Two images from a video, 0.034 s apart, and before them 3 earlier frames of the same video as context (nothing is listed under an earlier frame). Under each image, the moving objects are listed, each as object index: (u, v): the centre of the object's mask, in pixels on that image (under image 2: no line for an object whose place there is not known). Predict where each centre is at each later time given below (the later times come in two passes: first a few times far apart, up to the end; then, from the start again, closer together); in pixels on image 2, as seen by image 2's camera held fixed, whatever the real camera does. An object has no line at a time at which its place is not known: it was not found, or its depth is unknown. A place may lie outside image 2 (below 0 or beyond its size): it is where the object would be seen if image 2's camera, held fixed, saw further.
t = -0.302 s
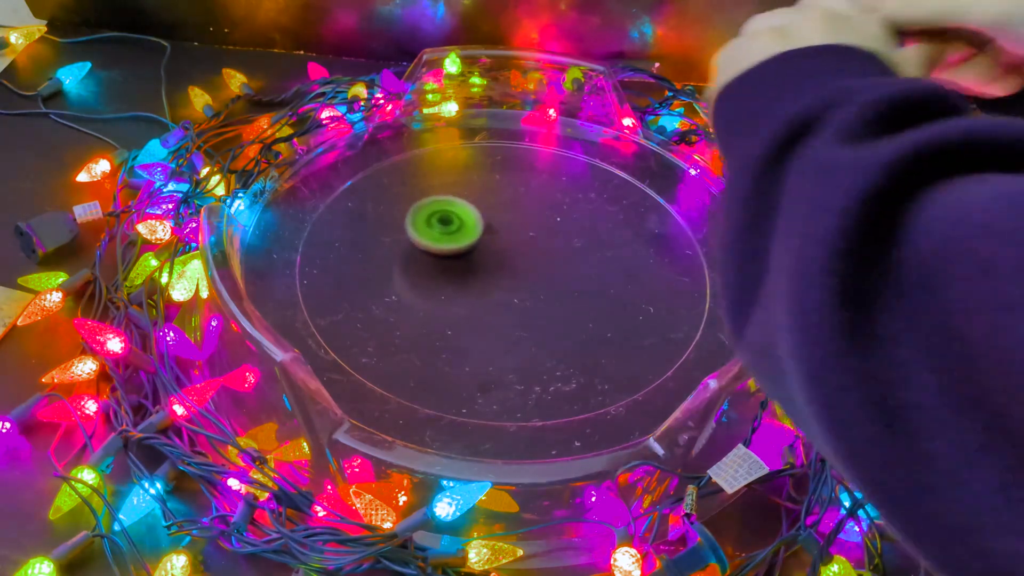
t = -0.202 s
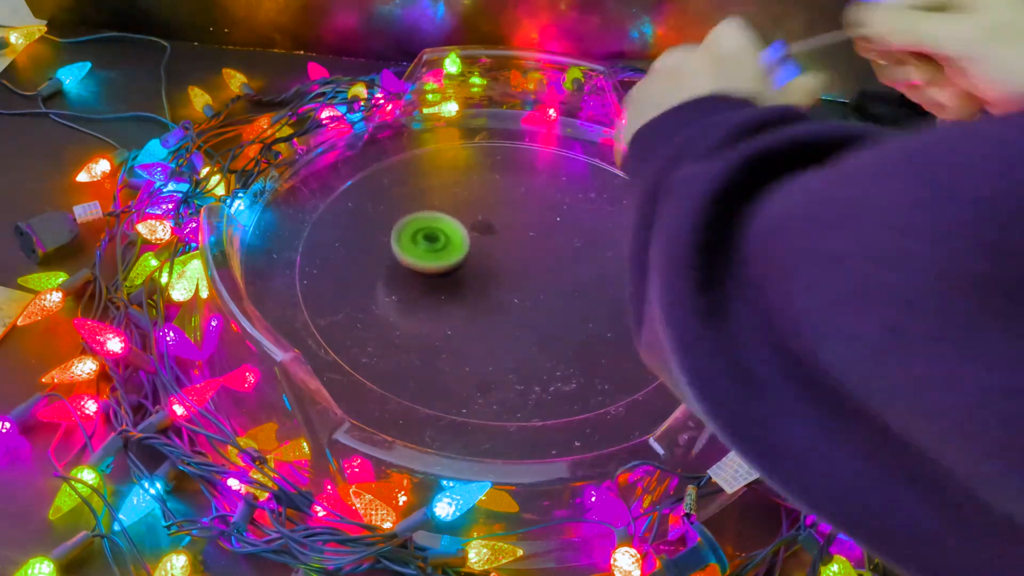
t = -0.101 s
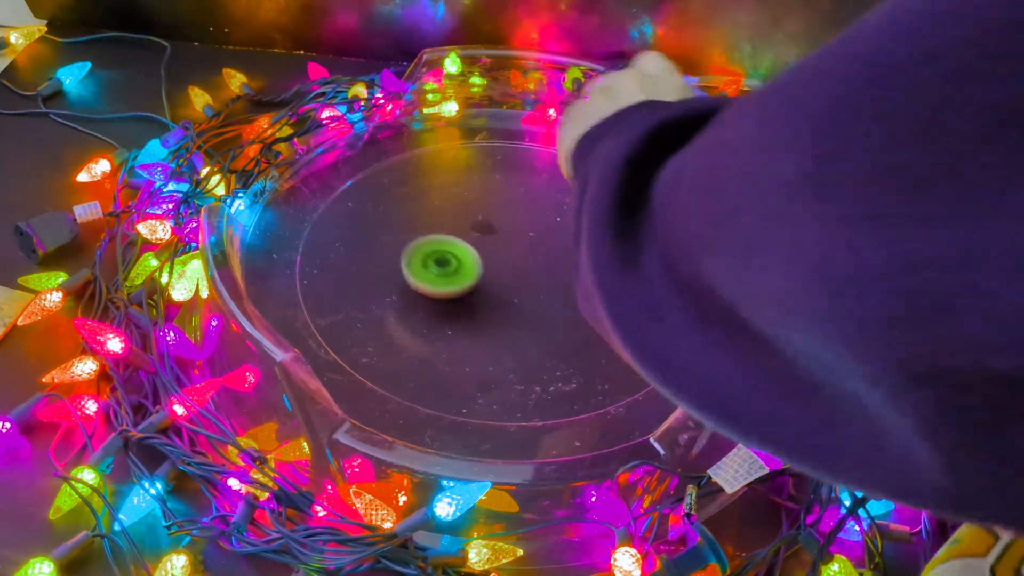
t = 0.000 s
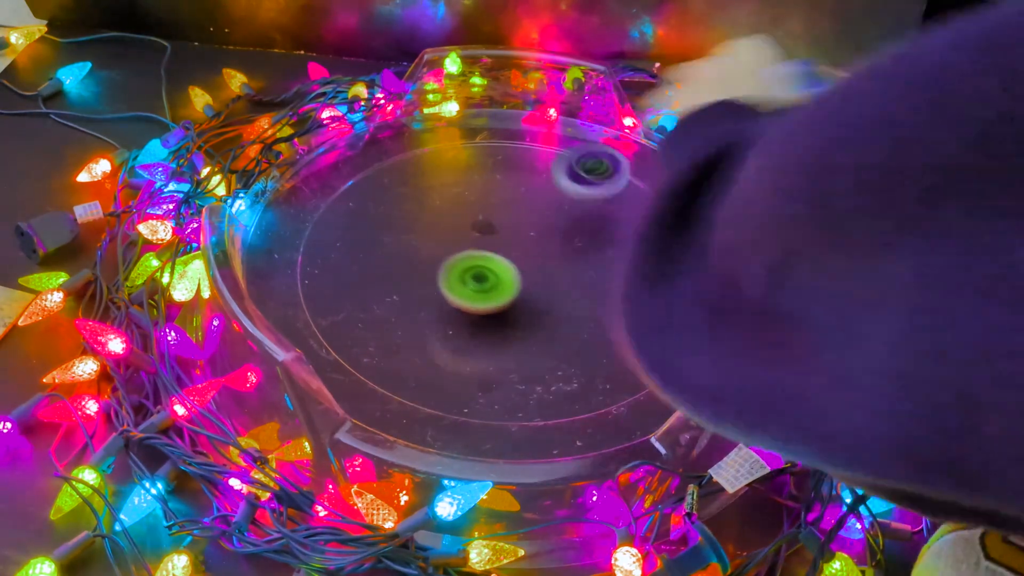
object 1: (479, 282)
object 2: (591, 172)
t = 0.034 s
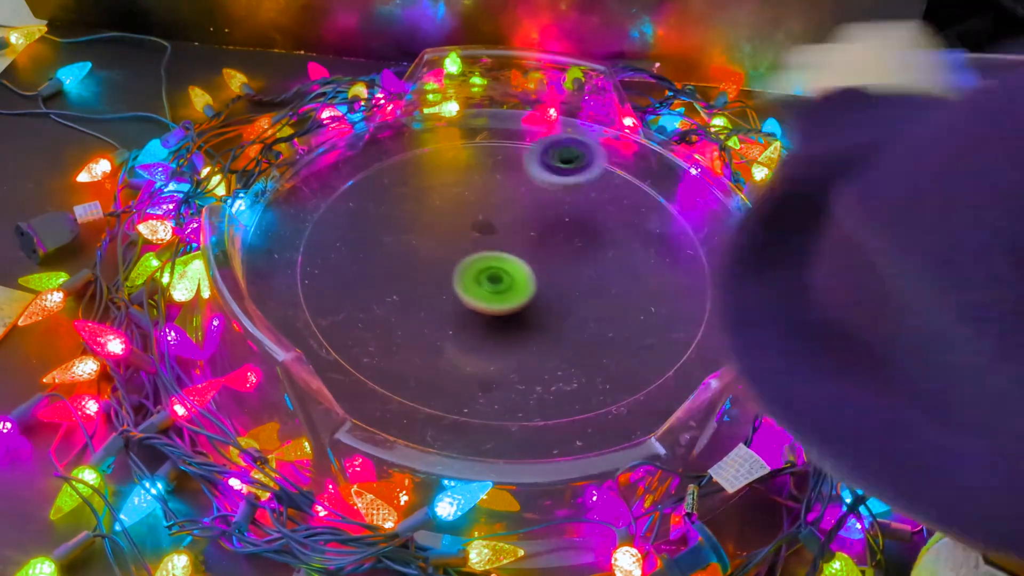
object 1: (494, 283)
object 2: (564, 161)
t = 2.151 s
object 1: (631, 293)
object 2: (490, 162)
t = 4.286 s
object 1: (575, 255)
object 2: (601, 155)
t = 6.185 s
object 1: (505, 278)
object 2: (471, 359)
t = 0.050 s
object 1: (501, 283)
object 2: (551, 160)
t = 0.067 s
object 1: (508, 282)
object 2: (536, 163)
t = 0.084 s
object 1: (516, 280)
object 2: (521, 170)
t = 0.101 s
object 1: (523, 278)
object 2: (507, 180)
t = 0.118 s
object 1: (529, 276)
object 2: (493, 187)
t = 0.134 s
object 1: (536, 273)
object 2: (483, 183)
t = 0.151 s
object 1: (541, 269)
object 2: (471, 181)
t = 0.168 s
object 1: (546, 266)
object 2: (459, 184)
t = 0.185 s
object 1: (550, 262)
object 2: (448, 191)
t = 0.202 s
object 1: (554, 257)
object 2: (436, 201)
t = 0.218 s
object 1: (557, 253)
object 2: (426, 210)
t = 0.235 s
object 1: (559, 248)
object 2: (419, 213)
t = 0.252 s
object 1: (560, 243)
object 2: (412, 220)
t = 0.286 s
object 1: (560, 233)
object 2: (400, 242)
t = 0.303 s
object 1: (559, 228)
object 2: (399, 249)
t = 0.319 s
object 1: (558, 223)
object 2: (397, 259)
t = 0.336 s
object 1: (555, 218)
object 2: (396, 272)
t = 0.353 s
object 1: (552, 214)
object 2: (399, 281)
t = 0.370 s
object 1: (549, 210)
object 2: (403, 291)
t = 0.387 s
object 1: (545, 206)
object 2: (409, 302)
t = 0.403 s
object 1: (540, 203)
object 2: (417, 310)
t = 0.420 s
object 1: (535, 200)
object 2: (425, 321)
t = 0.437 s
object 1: (530, 198)
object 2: (434, 328)
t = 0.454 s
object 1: (524, 196)
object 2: (444, 337)
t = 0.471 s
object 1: (517, 194)
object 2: (456, 343)
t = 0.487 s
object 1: (511, 193)
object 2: (469, 350)
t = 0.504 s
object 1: (505, 192)
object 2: (484, 355)
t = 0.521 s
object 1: (499, 193)
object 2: (499, 360)
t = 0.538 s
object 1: (493, 193)
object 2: (516, 363)
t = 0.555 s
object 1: (487, 194)
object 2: (534, 365)
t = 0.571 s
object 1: (481, 196)
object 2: (551, 365)
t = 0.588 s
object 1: (475, 198)
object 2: (568, 365)
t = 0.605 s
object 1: (470, 201)
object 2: (584, 363)
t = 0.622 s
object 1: (464, 204)
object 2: (600, 360)
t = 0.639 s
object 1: (460, 208)
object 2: (615, 357)
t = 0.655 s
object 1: (456, 212)
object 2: (628, 351)
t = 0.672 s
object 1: (452, 217)
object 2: (640, 345)
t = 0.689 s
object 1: (450, 222)
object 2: (651, 339)
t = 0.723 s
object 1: (447, 233)
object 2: (669, 324)
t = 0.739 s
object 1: (447, 240)
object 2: (676, 315)
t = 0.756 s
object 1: (448, 246)
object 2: (681, 306)
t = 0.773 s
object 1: (450, 252)
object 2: (685, 297)
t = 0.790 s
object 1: (453, 258)
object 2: (687, 287)
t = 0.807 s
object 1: (457, 264)
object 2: (688, 277)
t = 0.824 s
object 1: (462, 270)
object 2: (687, 268)
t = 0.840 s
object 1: (468, 275)
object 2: (684, 259)
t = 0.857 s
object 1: (475, 280)
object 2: (680, 250)
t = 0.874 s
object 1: (483, 285)
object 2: (675, 241)
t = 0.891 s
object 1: (490, 288)
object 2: (668, 232)
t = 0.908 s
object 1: (499, 292)
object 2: (661, 224)
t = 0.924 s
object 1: (508, 294)
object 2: (652, 217)
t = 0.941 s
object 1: (517, 296)
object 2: (643, 210)
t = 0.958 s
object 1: (527, 298)
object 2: (633, 203)
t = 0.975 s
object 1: (537, 298)
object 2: (621, 197)
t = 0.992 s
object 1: (546, 298)
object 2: (608, 191)
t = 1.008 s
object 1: (555, 297)
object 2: (595, 187)
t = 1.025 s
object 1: (564, 296)
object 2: (581, 183)
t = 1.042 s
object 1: (573, 293)
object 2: (566, 179)
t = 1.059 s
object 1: (582, 291)
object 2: (551, 177)
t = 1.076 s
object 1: (589, 287)
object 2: (536, 175)
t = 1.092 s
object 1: (596, 283)
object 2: (520, 174)
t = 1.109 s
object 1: (602, 279)
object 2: (505, 175)
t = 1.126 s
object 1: (607, 274)
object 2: (489, 176)
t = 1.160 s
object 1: (615, 263)
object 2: (458, 181)
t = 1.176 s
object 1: (618, 258)
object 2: (441, 186)
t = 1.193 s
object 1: (619, 252)
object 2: (428, 190)
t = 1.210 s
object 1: (620, 246)
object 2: (414, 197)
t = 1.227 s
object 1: (619, 241)
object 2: (403, 203)
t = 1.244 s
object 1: (618, 235)
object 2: (391, 211)
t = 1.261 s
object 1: (615, 230)
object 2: (382, 219)
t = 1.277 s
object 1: (612, 225)
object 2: (372, 228)
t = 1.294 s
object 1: (608, 220)
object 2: (366, 238)
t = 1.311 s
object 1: (603, 215)
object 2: (360, 249)
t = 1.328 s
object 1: (598, 212)
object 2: (356, 260)
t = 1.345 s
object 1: (592, 208)
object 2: (355, 272)
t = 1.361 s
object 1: (586, 205)
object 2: (355, 283)
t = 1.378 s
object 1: (579, 203)
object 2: (357, 295)
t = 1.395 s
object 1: (571, 200)
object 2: (361, 306)
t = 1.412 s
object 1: (563, 199)
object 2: (366, 318)
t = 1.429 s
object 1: (555, 198)
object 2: (374, 329)
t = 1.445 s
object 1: (547, 197)
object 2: (382, 339)
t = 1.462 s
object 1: (539, 198)
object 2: (393, 348)
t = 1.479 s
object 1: (530, 199)
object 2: (404, 357)
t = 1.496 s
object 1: (521, 200)
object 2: (417, 365)
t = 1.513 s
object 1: (513, 202)
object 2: (432, 372)
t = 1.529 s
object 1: (505, 205)
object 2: (447, 378)
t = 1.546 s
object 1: (497, 208)
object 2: (463, 383)
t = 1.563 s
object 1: (490, 212)
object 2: (480, 387)
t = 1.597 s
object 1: (477, 221)
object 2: (515, 391)
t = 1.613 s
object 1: (472, 227)
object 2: (533, 391)
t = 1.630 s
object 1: (467, 233)
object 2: (550, 389)
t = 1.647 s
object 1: (463, 239)
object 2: (568, 387)
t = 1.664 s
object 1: (460, 245)
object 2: (584, 383)
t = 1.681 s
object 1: (459, 252)
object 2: (599, 378)
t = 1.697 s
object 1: (458, 258)
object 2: (614, 372)
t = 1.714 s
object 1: (458, 265)
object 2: (627, 365)
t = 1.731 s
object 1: (459, 272)
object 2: (638, 357)
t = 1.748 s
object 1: (461, 278)
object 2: (649, 349)
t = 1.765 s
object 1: (463, 285)
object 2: (657, 339)
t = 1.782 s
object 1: (467, 291)
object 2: (665, 330)
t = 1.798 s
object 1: (472, 297)
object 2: (670, 319)
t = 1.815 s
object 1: (477, 303)
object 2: (674, 309)
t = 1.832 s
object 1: (484, 308)
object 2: (676, 299)
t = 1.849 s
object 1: (490, 313)
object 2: (676, 288)
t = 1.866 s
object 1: (498, 317)
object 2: (675, 277)
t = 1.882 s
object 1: (507, 321)
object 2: (673, 268)
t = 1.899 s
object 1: (516, 324)
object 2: (669, 257)
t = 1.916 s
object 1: (525, 326)
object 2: (664, 247)
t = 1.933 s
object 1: (535, 328)
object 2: (657, 238)
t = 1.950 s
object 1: (545, 329)
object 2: (649, 228)
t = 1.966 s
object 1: (555, 329)
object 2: (640, 219)
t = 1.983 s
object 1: (565, 329)
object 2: (630, 210)
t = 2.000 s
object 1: (574, 328)
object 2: (618, 202)
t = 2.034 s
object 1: (592, 324)
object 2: (594, 188)
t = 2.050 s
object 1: (600, 321)
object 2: (580, 182)
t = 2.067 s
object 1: (607, 317)
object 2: (566, 177)
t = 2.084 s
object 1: (614, 313)
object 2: (551, 172)
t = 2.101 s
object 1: (620, 308)
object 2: (536, 168)
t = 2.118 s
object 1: (625, 304)
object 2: (521, 166)
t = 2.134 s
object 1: (628, 298)
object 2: (507, 164)
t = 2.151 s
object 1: (631, 293)
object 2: (490, 162)
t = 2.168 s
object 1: (633, 287)
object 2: (476, 163)
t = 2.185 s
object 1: (633, 282)
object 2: (458, 162)
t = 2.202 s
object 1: (633, 276)
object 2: (443, 163)
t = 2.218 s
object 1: (632, 270)
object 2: (427, 166)
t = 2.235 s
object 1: (630, 265)
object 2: (412, 170)
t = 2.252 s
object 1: (626, 259)
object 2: (399, 173)
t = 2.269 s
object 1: (622, 254)
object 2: (387, 178)
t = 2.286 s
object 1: (617, 249)
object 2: (376, 184)
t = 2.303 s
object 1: (611, 245)
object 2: (366, 190)
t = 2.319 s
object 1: (605, 241)
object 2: (356, 197)
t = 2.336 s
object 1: (598, 237)
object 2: (347, 204)
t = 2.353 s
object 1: (591, 233)
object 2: (339, 211)
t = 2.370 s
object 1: (582, 231)
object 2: (333, 220)
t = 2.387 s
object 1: (574, 228)
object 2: (327, 228)
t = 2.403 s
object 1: (565, 226)
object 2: (323, 237)
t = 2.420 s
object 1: (556, 225)
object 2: (321, 247)
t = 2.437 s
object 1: (547, 224)
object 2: (319, 258)
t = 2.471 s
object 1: (528, 223)
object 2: (322, 279)
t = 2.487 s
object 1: (519, 224)
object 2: (326, 289)
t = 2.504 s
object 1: (509, 225)
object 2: (331, 300)
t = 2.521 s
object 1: (500, 227)
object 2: (338, 311)
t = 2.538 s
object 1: (492, 229)
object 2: (347, 321)
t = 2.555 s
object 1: (483, 231)
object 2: (357, 331)
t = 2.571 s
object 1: (475, 234)
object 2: (370, 340)
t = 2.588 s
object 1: (468, 237)
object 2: (383, 349)
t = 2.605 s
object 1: (461, 241)
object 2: (398, 357)
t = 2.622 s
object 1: (454, 245)
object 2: (413, 363)
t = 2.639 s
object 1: (448, 250)
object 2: (430, 369)
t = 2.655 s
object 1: (443, 255)
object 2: (447, 373)
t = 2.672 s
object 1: (439, 261)
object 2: (465, 377)
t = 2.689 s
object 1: (435, 266)
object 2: (482, 378)
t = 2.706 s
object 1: (433, 272)
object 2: (500, 379)
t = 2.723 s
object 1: (431, 278)
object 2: (517, 378)
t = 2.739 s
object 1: (430, 284)
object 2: (534, 377)
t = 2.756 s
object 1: (431, 290)
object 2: (550, 373)
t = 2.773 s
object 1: (432, 296)
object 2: (566, 369)
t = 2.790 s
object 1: (434, 302)
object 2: (581, 364)
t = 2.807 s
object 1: (437, 308)
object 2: (594, 358)
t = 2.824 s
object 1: (441, 313)
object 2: (608, 350)
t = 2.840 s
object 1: (446, 319)
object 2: (620, 342)
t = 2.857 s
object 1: (452, 324)
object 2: (631, 333)
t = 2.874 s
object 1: (458, 328)
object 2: (640, 323)
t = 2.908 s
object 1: (474, 336)
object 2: (653, 302)
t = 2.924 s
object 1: (482, 338)
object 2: (657, 291)
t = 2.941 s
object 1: (491, 341)
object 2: (659, 280)
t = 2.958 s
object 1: (500, 342)
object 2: (660, 268)
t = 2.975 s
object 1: (510, 343)
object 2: (659, 257)
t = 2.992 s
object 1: (519, 343)
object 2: (657, 246)
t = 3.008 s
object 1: (529, 343)
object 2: (652, 235)
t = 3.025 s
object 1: (538, 342)
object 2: (646, 224)
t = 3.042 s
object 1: (547, 340)
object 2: (640, 214)
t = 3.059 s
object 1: (555, 337)
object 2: (633, 205)
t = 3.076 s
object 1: (563, 334)
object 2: (624, 196)
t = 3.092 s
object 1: (570, 330)
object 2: (615, 187)
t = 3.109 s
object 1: (577, 326)
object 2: (605, 179)
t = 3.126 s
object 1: (582, 320)
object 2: (594, 172)
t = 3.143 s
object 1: (587, 315)
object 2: (584, 167)
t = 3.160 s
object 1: (590, 309)
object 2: (572, 162)
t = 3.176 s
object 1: (593, 303)
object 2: (560, 157)
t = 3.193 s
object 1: (594, 297)
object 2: (546, 151)
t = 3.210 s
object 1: (595, 291)
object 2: (534, 148)
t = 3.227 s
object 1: (594, 284)
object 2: (521, 145)
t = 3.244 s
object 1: (593, 278)
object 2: (509, 143)
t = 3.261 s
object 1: (590, 272)
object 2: (497, 140)
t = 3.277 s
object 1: (586, 266)
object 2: (484, 139)
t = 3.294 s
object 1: (582, 260)
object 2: (470, 139)
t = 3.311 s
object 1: (577, 254)
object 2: (454, 140)
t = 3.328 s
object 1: (571, 249)
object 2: (442, 142)
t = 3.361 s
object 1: (558, 239)
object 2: (417, 147)
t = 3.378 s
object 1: (551, 235)
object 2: (405, 151)
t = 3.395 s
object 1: (543, 231)
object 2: (394, 156)
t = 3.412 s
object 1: (535, 227)
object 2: (383, 162)
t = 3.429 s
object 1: (526, 224)
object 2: (373, 168)
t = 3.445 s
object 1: (517, 222)
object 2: (365, 175)
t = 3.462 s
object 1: (509, 220)
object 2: (357, 182)
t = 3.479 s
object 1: (500, 218)
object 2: (350, 191)
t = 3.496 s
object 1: (491, 217)
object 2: (344, 200)
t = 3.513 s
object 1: (481, 216)
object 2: (340, 209)
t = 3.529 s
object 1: (472, 216)
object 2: (337, 219)
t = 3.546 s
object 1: (463, 216)
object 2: (335, 229)
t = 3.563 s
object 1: (455, 217)
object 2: (335, 239)
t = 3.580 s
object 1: (446, 218)
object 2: (336, 249)
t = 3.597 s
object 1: (438, 220)
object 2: (338, 260)
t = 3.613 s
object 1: (430, 223)
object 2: (343, 271)
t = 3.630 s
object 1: (423, 226)
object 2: (348, 282)
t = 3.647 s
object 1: (416, 229)
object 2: (356, 292)
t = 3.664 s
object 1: (410, 233)
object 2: (366, 303)
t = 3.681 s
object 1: (405, 237)
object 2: (376, 313)
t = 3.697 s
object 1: (400, 241)
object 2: (389, 323)
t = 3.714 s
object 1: (396, 246)
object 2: (403, 332)
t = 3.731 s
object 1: (393, 252)
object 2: (418, 340)
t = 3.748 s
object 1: (391, 258)
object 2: (434, 346)
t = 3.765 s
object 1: (390, 263)
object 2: (451, 351)
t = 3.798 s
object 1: (391, 276)
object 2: (487, 358)
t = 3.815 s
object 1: (393, 282)
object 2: (506, 360)
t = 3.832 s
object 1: (397, 288)
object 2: (525, 359)
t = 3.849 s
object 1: (401, 294)
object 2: (543, 358)
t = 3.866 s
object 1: (406, 299)
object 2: (561, 356)
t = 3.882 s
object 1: (413, 304)
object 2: (578, 352)
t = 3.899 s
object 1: (420, 309)
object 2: (594, 347)
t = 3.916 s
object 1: (428, 314)
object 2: (609, 340)
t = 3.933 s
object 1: (437, 318)
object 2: (622, 333)
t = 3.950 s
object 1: (446, 321)
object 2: (634, 325)
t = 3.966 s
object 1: (456, 323)
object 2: (645, 316)
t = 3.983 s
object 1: (466, 325)
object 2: (654, 307)
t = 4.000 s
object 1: (476, 326)
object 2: (662, 297)
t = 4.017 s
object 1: (486, 327)
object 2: (667, 287)
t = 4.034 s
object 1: (497, 326)
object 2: (671, 276)
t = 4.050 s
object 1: (507, 325)
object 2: (674, 267)
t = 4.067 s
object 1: (516, 323)
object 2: (676, 256)
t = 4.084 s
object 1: (526, 320)
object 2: (676, 247)
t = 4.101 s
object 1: (534, 317)
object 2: (675, 237)
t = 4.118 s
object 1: (542, 313)
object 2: (673, 228)
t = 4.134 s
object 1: (549, 308)
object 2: (670, 219)
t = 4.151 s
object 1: (556, 304)
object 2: (665, 209)
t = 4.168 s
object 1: (561, 298)
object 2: (660, 201)
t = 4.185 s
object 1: (566, 293)
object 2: (653, 193)
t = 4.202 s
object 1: (570, 287)
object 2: (647, 185)
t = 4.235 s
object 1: (574, 274)
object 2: (631, 172)
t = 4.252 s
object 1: (575, 268)
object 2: (622, 165)
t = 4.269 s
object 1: (575, 261)
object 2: (612, 160)
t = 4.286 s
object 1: (575, 255)
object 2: (601, 155)
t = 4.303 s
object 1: (573, 248)
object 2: (590, 151)
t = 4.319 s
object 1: (571, 242)
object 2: (579, 147)
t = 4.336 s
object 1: (568, 236)
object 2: (567, 144)
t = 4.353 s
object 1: (564, 230)
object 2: (555, 142)
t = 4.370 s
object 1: (560, 224)
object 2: (543, 139)
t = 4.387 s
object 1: (555, 219)
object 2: (530, 138)
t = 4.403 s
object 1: (550, 214)
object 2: (517, 138)
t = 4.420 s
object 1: (544, 209)
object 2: (506, 140)
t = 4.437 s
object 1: (538, 205)
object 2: (494, 141)
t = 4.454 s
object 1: (531, 201)
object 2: (482, 142)
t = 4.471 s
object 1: (524, 197)
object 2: (471, 145)
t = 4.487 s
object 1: (517, 194)
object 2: (458, 149)
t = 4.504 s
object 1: (509, 192)
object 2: (446, 154)
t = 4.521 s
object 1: (505, 191)
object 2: (432, 158)
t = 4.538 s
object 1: (508, 196)
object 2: (410, 156)
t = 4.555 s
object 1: (510, 201)
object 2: (391, 156)
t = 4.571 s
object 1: (511, 205)
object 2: (376, 156)
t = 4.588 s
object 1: (512, 209)
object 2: (361, 157)
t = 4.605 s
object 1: (512, 213)
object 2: (349, 162)
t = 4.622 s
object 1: (511, 217)
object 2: (341, 171)
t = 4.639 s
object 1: (511, 220)
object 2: (333, 183)
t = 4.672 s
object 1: (509, 225)
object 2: (320, 201)
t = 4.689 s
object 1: (509, 227)
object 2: (315, 214)
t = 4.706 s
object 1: (509, 229)
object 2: (313, 223)
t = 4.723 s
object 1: (510, 231)
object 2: (312, 233)
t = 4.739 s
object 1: (511, 234)
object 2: (311, 245)
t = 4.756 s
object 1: (513, 236)
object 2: (311, 257)
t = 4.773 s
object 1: (515, 238)
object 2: (313, 268)
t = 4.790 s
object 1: (517, 240)
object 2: (317, 280)
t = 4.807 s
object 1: (519, 242)
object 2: (322, 290)
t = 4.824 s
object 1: (522, 244)
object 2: (329, 302)
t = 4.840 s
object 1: (525, 245)
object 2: (337, 312)
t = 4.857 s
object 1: (529, 247)
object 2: (347, 324)
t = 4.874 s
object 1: (532, 248)
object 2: (358, 334)
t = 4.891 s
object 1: (536, 249)
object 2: (371, 344)
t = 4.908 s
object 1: (539, 250)
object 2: (385, 353)
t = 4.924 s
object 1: (543, 251)
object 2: (401, 361)
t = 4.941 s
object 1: (546, 251)
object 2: (417, 368)
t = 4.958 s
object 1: (549, 251)
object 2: (434, 374)
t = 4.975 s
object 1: (553, 250)
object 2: (451, 378)
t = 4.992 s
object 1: (556, 250)
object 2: (469, 382)
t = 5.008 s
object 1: (558, 249)
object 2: (487, 384)
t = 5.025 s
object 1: (561, 248)
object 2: (504, 385)
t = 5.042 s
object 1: (563, 247)
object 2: (521, 385)
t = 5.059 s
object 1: (564, 246)
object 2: (539, 383)
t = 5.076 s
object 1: (566, 245)
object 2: (556, 381)
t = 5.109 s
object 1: (567, 243)
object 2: (588, 373)
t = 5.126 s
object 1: (568, 242)
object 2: (603, 368)
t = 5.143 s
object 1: (568, 240)
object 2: (617, 362)
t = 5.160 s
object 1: (568, 239)
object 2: (630, 355)
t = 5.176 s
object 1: (567, 238)
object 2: (642, 347)
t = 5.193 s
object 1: (566, 237)
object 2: (651, 339)
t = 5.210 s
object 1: (565, 236)
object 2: (660, 330)
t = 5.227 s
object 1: (563, 235)
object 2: (668, 321)
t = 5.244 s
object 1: (561, 235)
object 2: (675, 311)
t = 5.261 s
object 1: (558, 235)
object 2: (680, 301)
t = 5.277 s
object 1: (556, 235)
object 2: (683, 291)
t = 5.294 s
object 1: (553, 236)
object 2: (685, 281)
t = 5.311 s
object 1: (550, 236)
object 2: (686, 271)
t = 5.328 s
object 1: (547, 238)
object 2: (686, 261)
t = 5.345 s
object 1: (544, 240)
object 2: (684, 251)
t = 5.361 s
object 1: (541, 242)
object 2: (681, 242)
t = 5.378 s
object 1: (538, 245)
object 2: (677, 233)
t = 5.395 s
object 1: (536, 248)
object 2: (672, 224)
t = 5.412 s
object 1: (535, 251)
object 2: (666, 215)
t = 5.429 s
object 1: (534, 255)
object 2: (659, 206)
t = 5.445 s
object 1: (533, 258)
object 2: (651, 198)
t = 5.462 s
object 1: (533, 262)
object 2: (644, 191)
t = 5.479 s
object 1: (533, 265)
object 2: (637, 184)
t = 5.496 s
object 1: (534, 269)
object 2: (626, 178)
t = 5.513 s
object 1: (536, 272)
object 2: (616, 172)
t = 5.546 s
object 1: (541, 279)
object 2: (595, 161)
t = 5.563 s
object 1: (544, 281)
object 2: (584, 157)
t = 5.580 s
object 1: (547, 284)
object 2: (572, 154)
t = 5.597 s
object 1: (551, 286)
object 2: (562, 149)
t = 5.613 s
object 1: (555, 288)
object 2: (548, 147)
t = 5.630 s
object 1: (559, 289)
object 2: (534, 145)
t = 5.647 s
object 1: (563, 290)
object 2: (521, 144)
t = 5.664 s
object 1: (567, 290)
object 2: (509, 143)
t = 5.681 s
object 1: (571, 290)
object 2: (498, 143)
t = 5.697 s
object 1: (575, 289)
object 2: (487, 142)
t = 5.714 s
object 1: (578, 288)
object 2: (473, 144)
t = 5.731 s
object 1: (581, 287)
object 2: (461, 146)
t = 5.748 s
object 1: (584, 286)
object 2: (449, 149)
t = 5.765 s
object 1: (587, 284)
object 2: (436, 153)
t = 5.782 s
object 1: (588, 282)
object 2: (423, 159)
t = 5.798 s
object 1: (590, 280)
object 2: (413, 163)
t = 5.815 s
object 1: (591, 278)
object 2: (402, 169)
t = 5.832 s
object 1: (591, 276)
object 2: (394, 175)
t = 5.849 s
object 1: (590, 274)
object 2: (386, 182)
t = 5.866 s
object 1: (589, 271)
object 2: (378, 188)
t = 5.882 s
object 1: (587, 269)
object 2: (371, 197)
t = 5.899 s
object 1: (585, 267)
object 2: (364, 206)
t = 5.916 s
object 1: (582, 265)
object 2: (359, 215)
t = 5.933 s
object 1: (578, 263)
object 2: (355, 224)
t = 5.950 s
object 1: (574, 261)
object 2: (353, 235)
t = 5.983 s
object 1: (564, 259)
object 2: (352, 256)
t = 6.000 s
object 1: (558, 259)
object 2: (354, 266)
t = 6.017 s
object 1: (552, 259)
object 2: (357, 278)
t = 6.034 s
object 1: (546, 259)
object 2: (362, 288)
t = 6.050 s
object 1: (540, 260)
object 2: (369, 299)
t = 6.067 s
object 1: (535, 261)
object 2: (377, 309)
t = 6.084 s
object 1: (530, 263)
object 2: (387, 319)
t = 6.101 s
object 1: (525, 265)
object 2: (398, 328)
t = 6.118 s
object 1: (520, 267)
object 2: (411, 336)
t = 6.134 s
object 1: (516, 269)
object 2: (424, 343)
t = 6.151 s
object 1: (512, 272)
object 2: (439, 350)
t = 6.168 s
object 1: (508, 275)
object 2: (455, 355)
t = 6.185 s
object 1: (505, 278)
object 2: (471, 359)
